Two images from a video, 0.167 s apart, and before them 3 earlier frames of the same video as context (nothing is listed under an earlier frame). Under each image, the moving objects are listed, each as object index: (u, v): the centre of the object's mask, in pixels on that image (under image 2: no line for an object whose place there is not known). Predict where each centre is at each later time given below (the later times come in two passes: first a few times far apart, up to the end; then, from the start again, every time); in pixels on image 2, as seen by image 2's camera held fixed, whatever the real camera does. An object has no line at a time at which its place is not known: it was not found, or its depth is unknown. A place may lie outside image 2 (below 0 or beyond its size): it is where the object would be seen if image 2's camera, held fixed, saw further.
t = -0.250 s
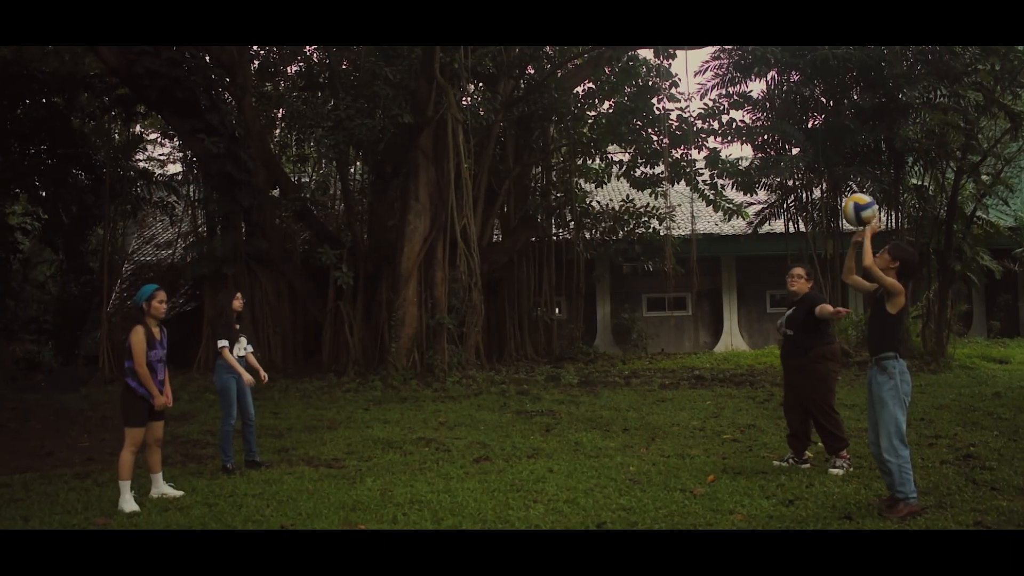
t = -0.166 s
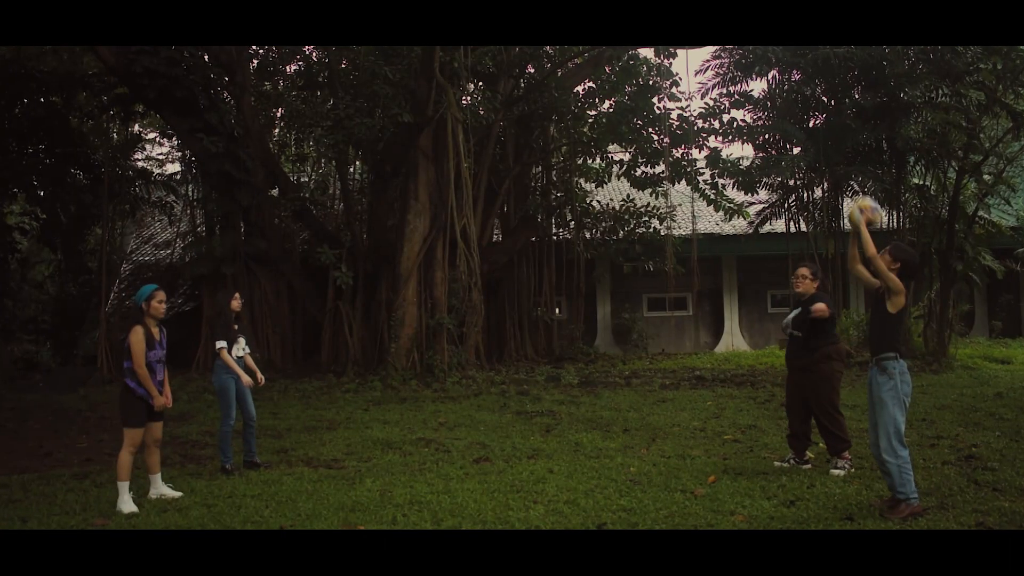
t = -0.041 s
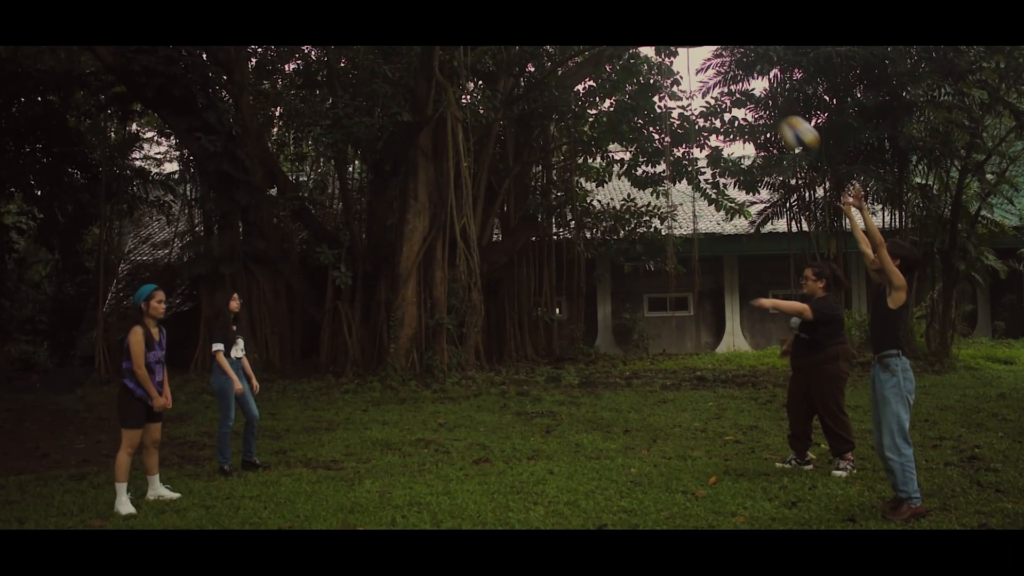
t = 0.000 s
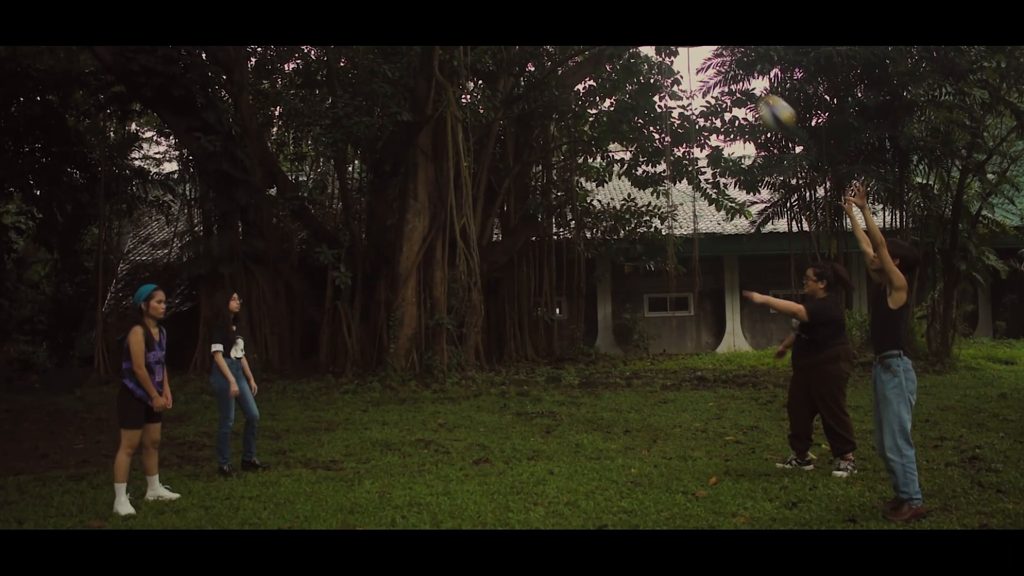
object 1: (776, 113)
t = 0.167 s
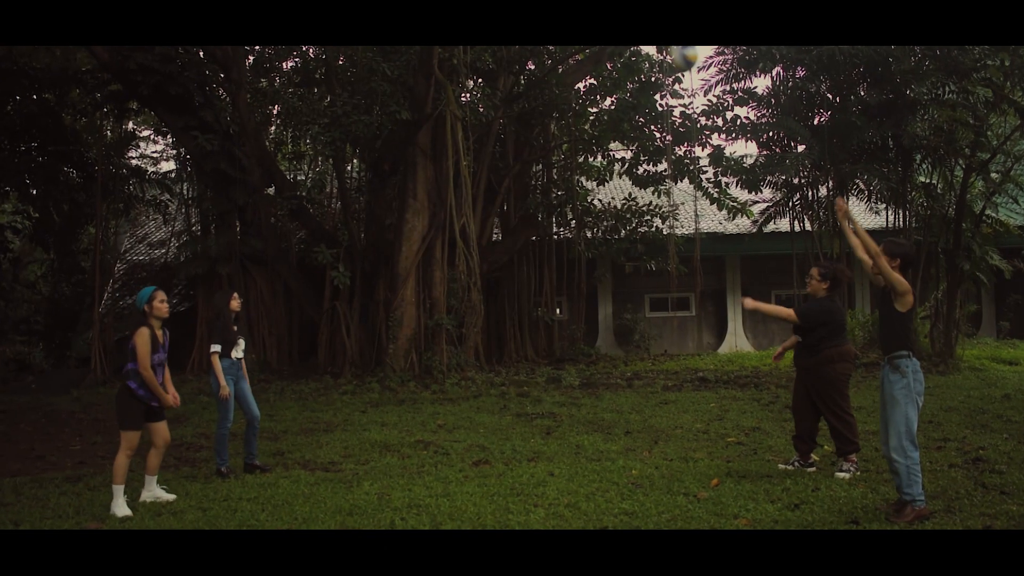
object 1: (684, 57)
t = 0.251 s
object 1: (642, 51)
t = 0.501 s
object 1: (525, 73)
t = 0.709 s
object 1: (437, 162)
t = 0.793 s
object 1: (404, 213)
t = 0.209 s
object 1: (665, 54)
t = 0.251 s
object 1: (642, 51)
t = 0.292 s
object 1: (622, 51)
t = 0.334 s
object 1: (603, 52)
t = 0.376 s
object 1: (582, 53)
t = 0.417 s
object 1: (563, 56)
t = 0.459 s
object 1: (544, 63)
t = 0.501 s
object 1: (525, 73)
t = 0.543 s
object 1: (507, 86)
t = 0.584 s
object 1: (489, 102)
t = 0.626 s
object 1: (471, 120)
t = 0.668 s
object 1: (454, 139)
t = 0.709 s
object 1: (437, 162)
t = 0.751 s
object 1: (421, 185)
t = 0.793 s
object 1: (404, 213)
